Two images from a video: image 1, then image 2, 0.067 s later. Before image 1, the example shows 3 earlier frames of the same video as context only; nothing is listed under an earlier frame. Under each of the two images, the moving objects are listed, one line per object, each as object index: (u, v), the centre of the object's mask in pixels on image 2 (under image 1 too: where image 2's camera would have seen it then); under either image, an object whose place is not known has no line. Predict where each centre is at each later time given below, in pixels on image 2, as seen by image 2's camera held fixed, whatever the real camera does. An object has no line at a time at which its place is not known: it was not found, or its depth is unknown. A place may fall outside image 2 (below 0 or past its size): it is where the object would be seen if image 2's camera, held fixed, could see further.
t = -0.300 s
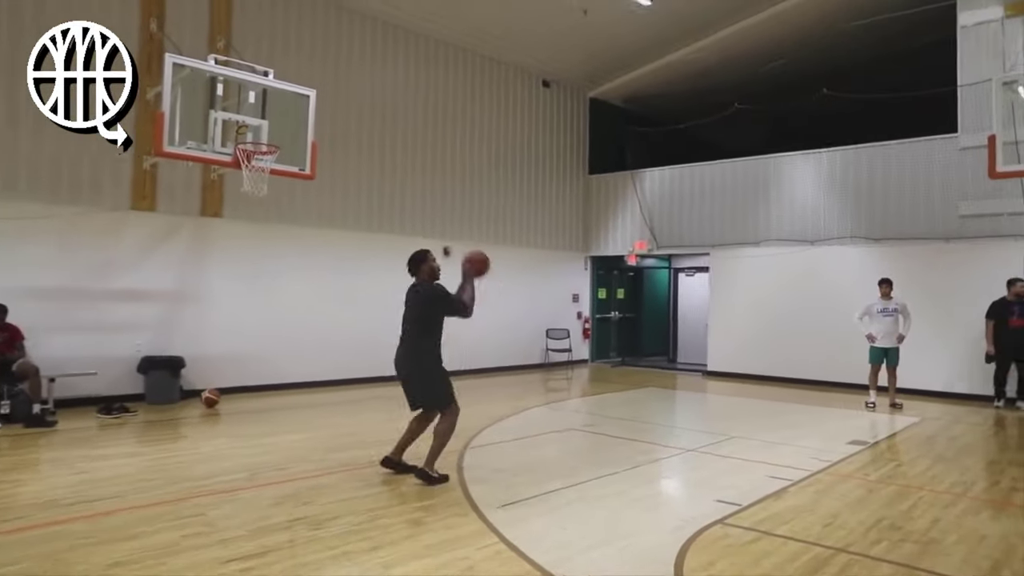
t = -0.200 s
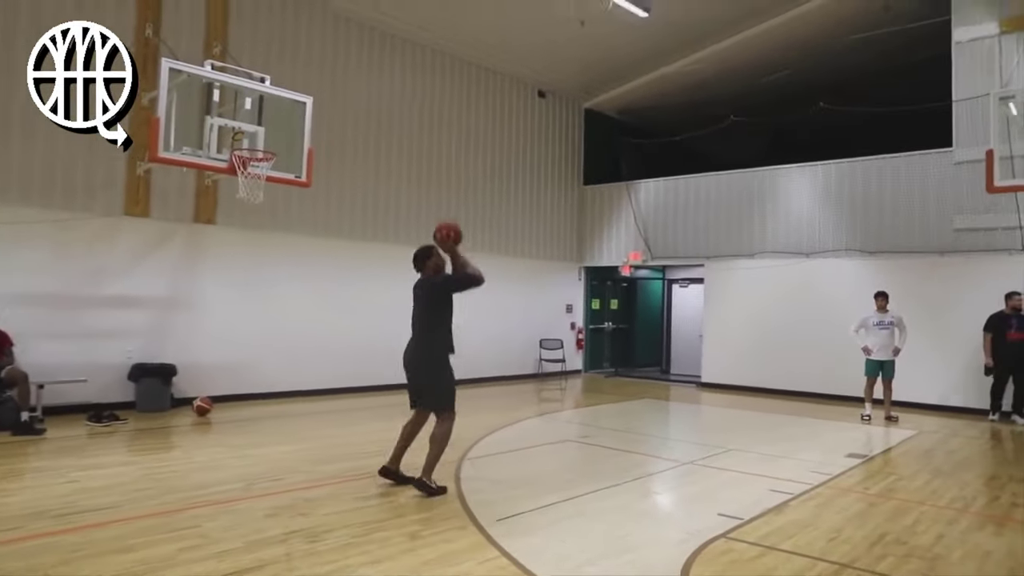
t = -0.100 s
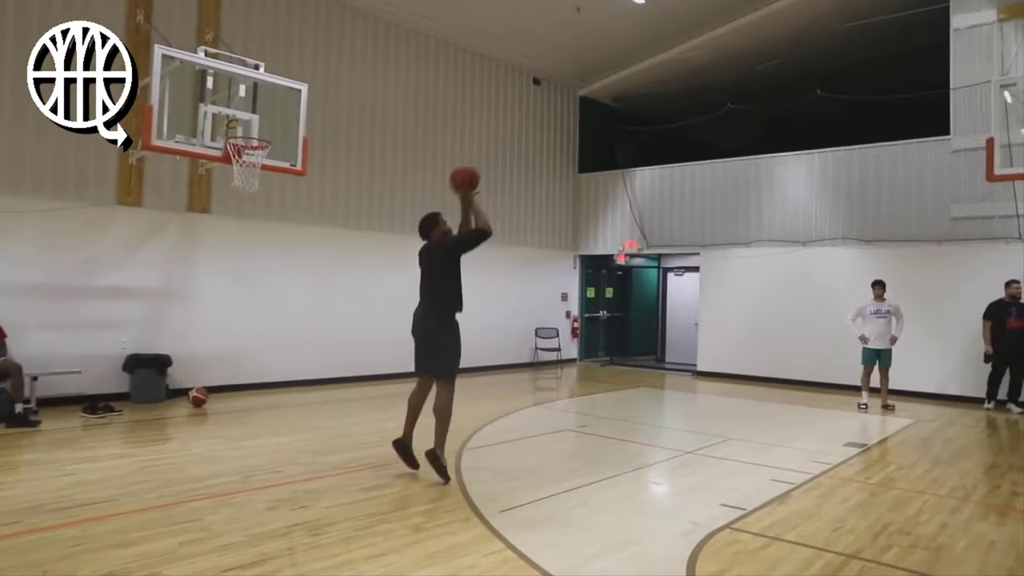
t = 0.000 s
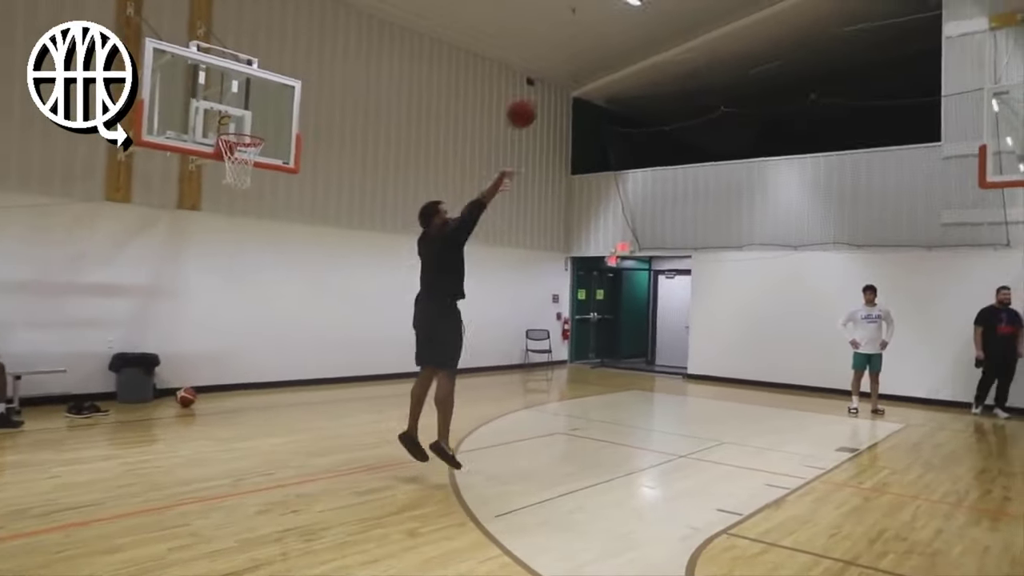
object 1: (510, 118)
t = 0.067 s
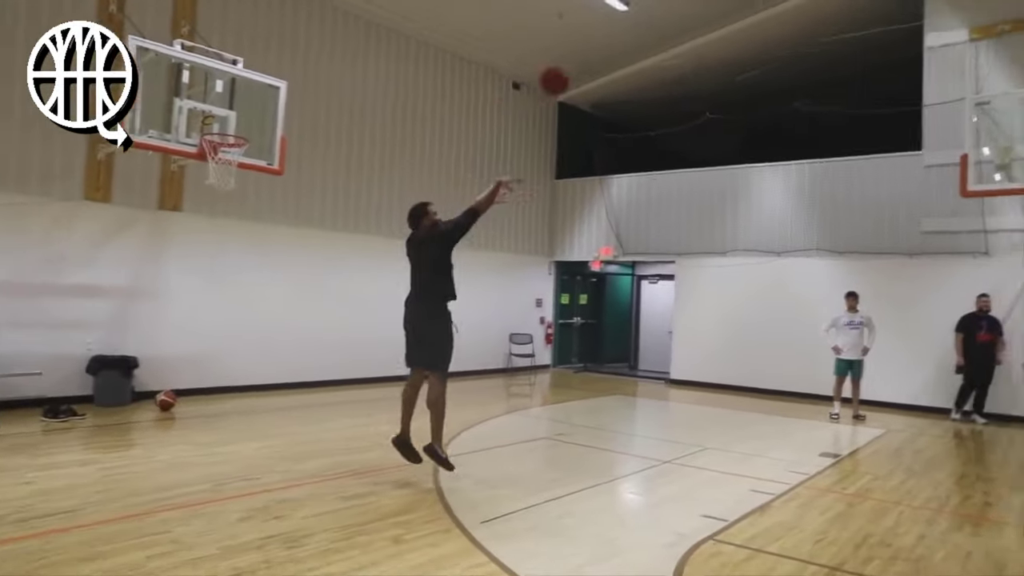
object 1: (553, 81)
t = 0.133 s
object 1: (597, 51)
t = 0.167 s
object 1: (619, 37)
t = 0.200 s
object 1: (641, 26)
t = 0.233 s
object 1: (662, 17)
